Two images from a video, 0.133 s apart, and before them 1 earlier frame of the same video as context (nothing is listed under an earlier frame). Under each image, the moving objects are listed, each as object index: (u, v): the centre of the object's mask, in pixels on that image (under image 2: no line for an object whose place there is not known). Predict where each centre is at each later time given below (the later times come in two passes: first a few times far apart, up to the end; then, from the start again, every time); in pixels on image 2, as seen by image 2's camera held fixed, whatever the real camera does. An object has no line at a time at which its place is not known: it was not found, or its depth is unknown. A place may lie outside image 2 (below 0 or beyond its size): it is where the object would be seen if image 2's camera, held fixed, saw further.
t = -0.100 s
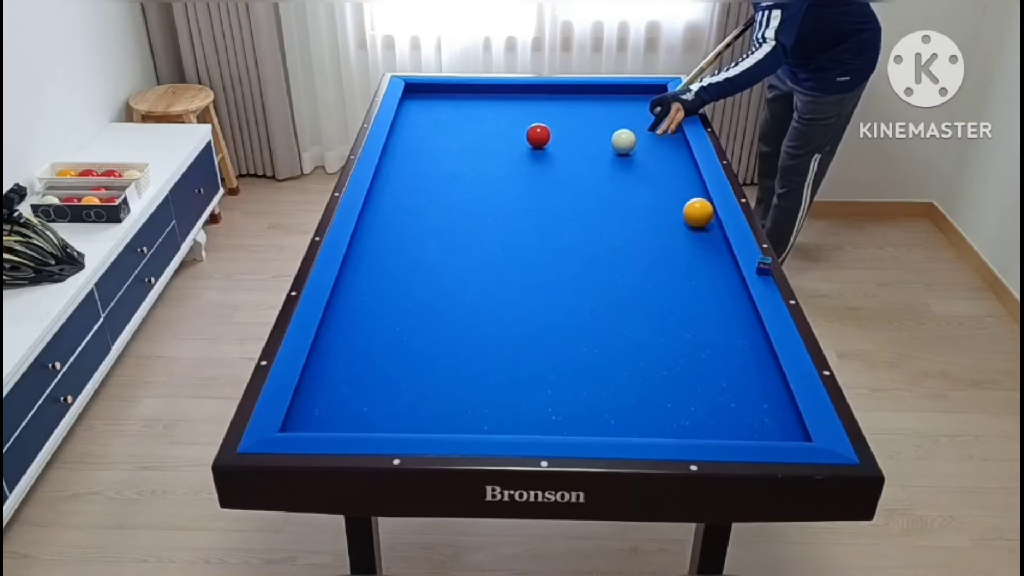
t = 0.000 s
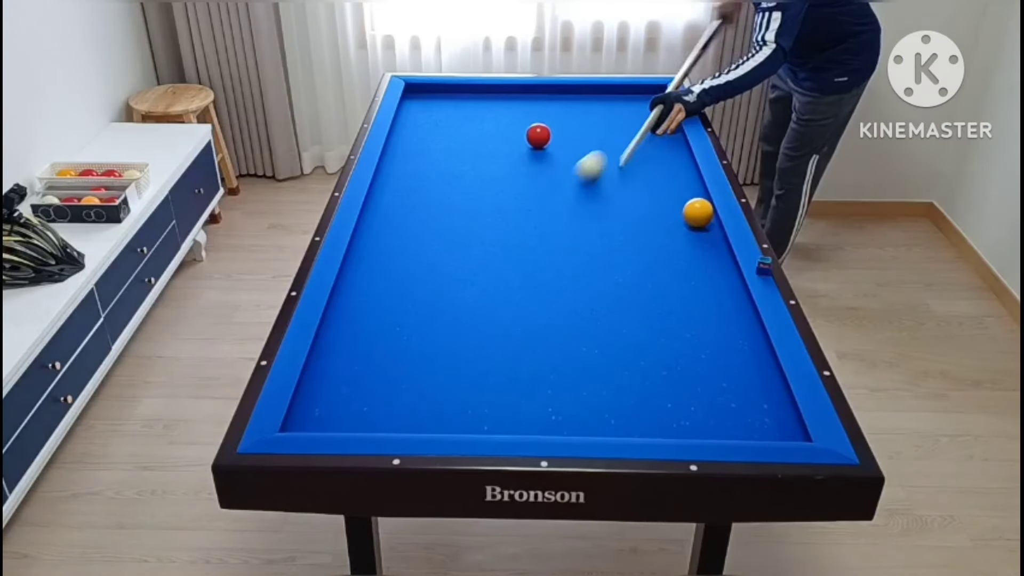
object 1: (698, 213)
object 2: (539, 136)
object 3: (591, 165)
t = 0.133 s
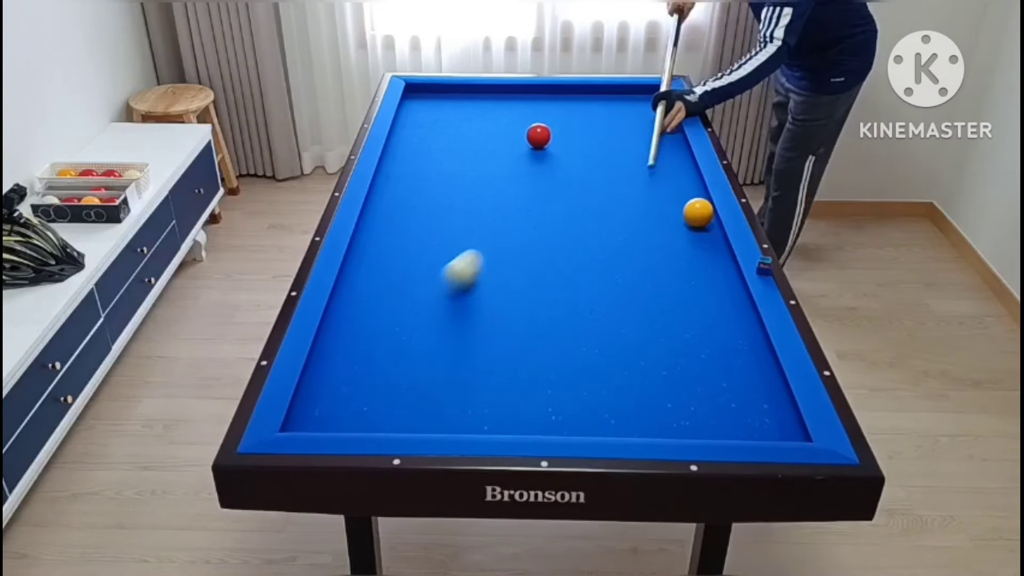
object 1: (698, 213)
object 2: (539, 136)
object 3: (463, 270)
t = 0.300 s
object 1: (699, 213)
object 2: (539, 135)
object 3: (371, 391)
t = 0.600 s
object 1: (698, 213)
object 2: (539, 136)
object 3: (649, 230)
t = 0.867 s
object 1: (664, 191)
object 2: (539, 136)
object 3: (581, 188)
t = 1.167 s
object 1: (622, 168)
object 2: (539, 136)
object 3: (517, 149)
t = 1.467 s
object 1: (588, 148)
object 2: (539, 135)
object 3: (464, 117)
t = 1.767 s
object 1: (560, 131)
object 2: (537, 135)
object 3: (420, 89)
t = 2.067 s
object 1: (541, 114)
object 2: (532, 136)
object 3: (448, 102)
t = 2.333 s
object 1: (525, 102)
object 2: (529, 136)
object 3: (483, 117)
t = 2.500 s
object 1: (516, 95)
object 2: (528, 136)
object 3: (506, 126)
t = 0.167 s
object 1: (698, 213)
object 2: (539, 136)
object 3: (425, 302)
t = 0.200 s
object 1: (698, 213)
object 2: (539, 136)
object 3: (379, 340)
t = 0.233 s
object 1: (698, 213)
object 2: (539, 136)
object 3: (329, 381)
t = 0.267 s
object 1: (699, 213)
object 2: (539, 136)
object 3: (322, 415)
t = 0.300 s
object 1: (699, 213)
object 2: (539, 135)
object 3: (371, 391)
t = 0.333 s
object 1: (699, 213)
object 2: (539, 135)
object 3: (415, 365)
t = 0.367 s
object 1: (698, 213)
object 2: (539, 136)
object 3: (454, 341)
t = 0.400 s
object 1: (698, 213)
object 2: (539, 136)
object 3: (489, 320)
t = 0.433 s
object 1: (698, 213)
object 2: (539, 136)
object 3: (522, 300)
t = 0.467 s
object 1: (698, 212)
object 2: (539, 136)
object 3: (551, 284)
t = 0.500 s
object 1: (698, 213)
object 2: (539, 136)
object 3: (578, 268)
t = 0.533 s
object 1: (698, 213)
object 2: (539, 136)
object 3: (603, 255)
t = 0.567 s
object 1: (698, 213)
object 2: (539, 136)
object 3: (627, 242)
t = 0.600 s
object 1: (698, 213)
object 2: (539, 136)
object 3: (649, 230)
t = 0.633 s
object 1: (699, 212)
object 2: (539, 136)
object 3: (670, 219)
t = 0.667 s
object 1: (696, 209)
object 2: (539, 136)
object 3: (667, 214)
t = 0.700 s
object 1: (689, 206)
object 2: (539, 136)
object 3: (649, 209)
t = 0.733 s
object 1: (684, 202)
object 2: (539, 136)
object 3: (632, 205)
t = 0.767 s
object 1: (679, 199)
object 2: (539, 136)
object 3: (617, 201)
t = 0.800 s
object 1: (674, 196)
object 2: (539, 136)
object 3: (604, 197)
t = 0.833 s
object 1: (669, 194)
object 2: (539, 136)
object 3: (592, 193)
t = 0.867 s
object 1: (664, 191)
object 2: (539, 136)
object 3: (581, 188)
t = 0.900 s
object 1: (659, 188)
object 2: (539, 136)
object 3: (572, 183)
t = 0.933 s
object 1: (654, 186)
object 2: (539, 135)
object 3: (564, 179)
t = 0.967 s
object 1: (649, 183)
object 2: (539, 135)
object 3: (557, 174)
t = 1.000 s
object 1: (644, 181)
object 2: (539, 135)
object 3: (550, 170)
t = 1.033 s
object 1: (640, 178)
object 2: (538, 135)
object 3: (543, 166)
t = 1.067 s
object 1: (636, 176)
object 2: (539, 135)
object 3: (536, 161)
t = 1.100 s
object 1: (631, 173)
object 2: (539, 135)
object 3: (529, 157)
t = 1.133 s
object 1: (627, 171)
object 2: (539, 135)
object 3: (523, 154)
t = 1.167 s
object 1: (622, 168)
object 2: (539, 136)
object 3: (517, 149)
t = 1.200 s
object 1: (618, 166)
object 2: (539, 135)
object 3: (510, 145)
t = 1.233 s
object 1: (614, 164)
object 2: (539, 136)
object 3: (504, 142)
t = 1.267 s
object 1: (610, 161)
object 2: (539, 136)
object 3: (498, 138)
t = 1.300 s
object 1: (606, 159)
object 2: (539, 135)
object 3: (492, 134)
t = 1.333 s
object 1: (603, 157)
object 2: (539, 135)
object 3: (486, 131)
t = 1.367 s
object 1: (599, 155)
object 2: (539, 136)
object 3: (481, 127)
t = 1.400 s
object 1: (595, 153)
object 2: (539, 135)
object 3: (475, 124)
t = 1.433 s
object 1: (592, 150)
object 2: (539, 135)
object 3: (470, 120)
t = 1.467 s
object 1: (588, 148)
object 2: (539, 135)
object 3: (464, 117)
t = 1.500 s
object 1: (585, 146)
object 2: (539, 135)
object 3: (459, 114)
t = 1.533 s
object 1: (581, 144)
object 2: (539, 135)
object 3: (454, 110)
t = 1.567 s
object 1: (578, 142)
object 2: (539, 135)
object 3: (449, 107)
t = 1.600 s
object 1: (574, 140)
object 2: (539, 135)
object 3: (444, 104)
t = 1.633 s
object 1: (571, 138)
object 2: (538, 135)
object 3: (439, 101)
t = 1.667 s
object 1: (568, 136)
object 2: (538, 135)
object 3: (434, 98)
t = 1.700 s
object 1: (565, 135)
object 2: (538, 135)
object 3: (429, 95)
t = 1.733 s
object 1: (562, 133)
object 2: (538, 135)
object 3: (425, 92)
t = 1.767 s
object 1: (560, 131)
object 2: (537, 135)
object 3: (420, 89)
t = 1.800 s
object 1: (558, 129)
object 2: (537, 136)
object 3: (416, 87)
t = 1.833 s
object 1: (556, 127)
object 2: (536, 136)
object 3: (418, 89)
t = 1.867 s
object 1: (554, 125)
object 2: (536, 136)
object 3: (423, 92)
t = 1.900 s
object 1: (552, 123)
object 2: (535, 136)
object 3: (427, 94)
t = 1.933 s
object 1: (550, 121)
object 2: (534, 136)
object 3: (431, 95)
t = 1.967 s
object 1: (547, 119)
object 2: (534, 136)
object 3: (436, 97)
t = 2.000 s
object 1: (545, 117)
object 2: (533, 136)
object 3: (440, 99)
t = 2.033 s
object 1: (543, 116)
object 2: (533, 136)
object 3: (444, 101)
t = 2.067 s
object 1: (541, 114)
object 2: (532, 136)
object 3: (448, 102)
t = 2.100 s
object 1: (539, 113)
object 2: (532, 136)
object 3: (453, 104)
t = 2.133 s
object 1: (536, 112)
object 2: (531, 136)
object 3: (457, 106)
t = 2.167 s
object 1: (535, 110)
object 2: (531, 136)
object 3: (462, 108)
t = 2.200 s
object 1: (533, 109)
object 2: (530, 136)
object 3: (466, 109)
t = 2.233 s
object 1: (531, 107)
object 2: (530, 136)
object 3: (470, 112)
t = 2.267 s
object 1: (529, 106)
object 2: (530, 136)
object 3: (475, 113)
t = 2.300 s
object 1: (527, 104)
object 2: (529, 136)
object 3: (479, 115)
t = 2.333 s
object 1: (525, 102)
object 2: (529, 136)
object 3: (483, 117)
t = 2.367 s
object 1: (523, 101)
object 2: (529, 136)
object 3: (488, 119)
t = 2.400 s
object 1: (521, 99)
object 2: (528, 136)
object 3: (493, 121)
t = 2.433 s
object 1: (519, 98)
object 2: (528, 136)
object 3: (497, 123)
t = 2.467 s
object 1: (518, 96)
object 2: (528, 136)
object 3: (501, 124)
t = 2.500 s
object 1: (516, 95)
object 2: (528, 136)
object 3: (506, 126)
